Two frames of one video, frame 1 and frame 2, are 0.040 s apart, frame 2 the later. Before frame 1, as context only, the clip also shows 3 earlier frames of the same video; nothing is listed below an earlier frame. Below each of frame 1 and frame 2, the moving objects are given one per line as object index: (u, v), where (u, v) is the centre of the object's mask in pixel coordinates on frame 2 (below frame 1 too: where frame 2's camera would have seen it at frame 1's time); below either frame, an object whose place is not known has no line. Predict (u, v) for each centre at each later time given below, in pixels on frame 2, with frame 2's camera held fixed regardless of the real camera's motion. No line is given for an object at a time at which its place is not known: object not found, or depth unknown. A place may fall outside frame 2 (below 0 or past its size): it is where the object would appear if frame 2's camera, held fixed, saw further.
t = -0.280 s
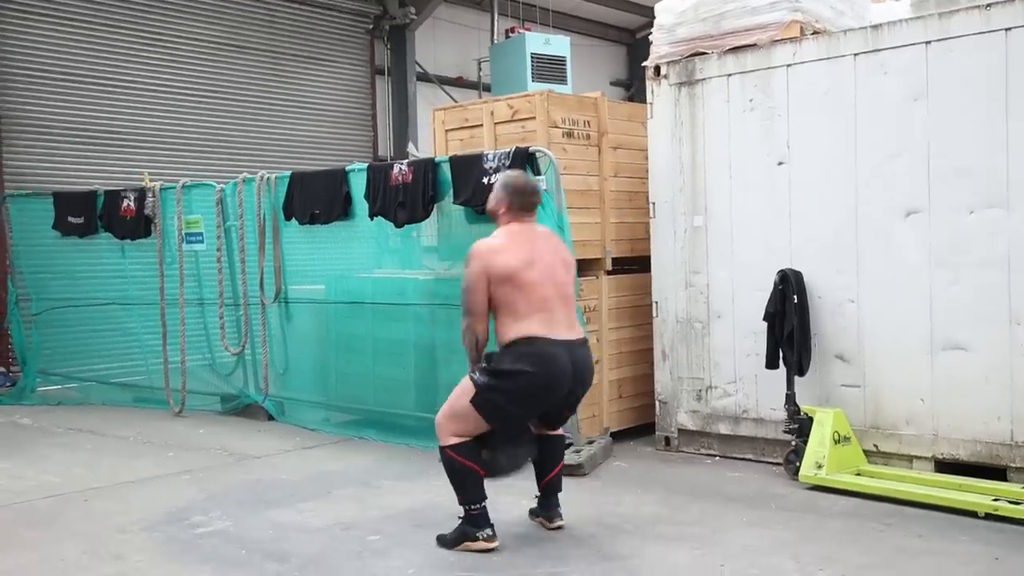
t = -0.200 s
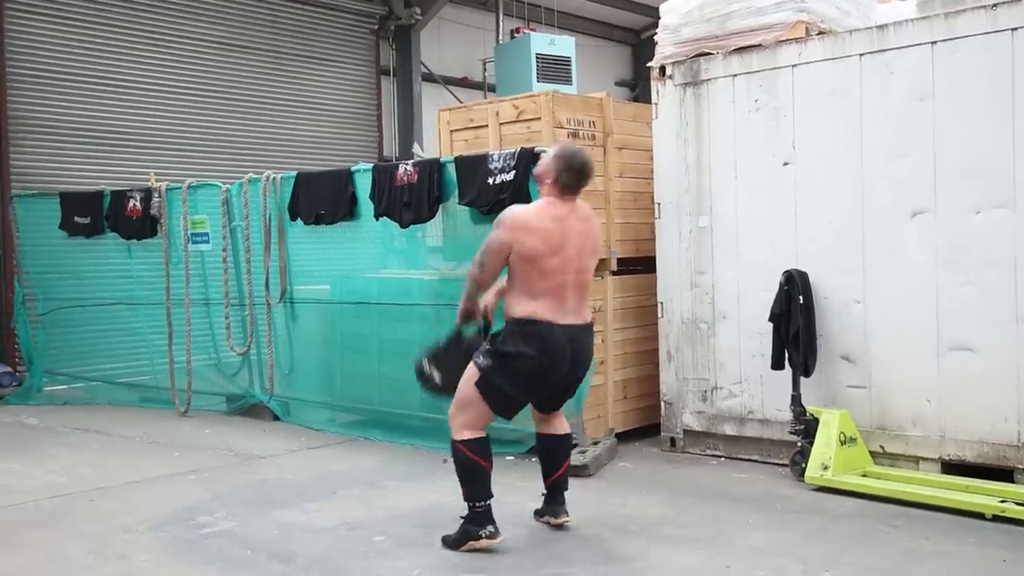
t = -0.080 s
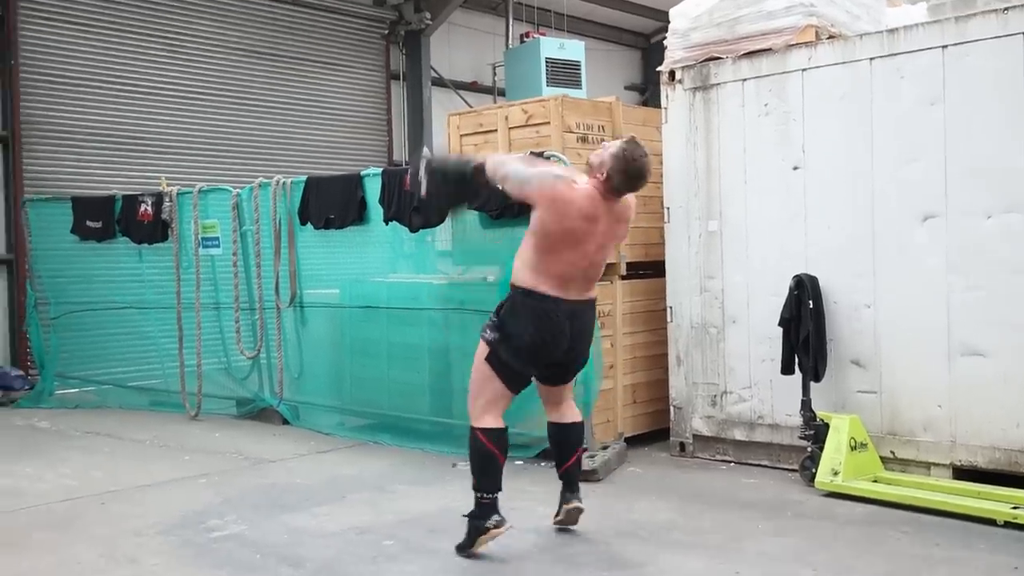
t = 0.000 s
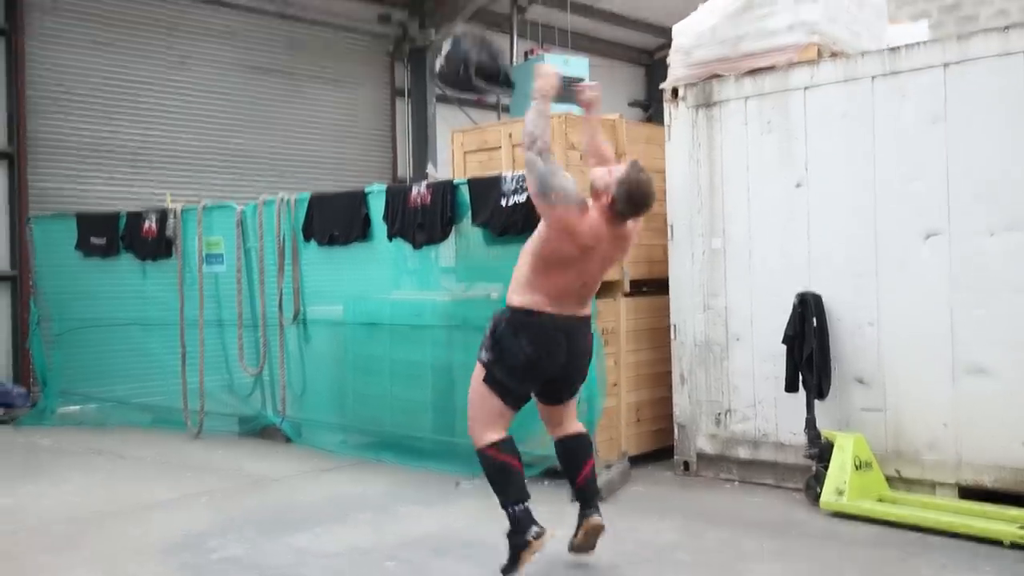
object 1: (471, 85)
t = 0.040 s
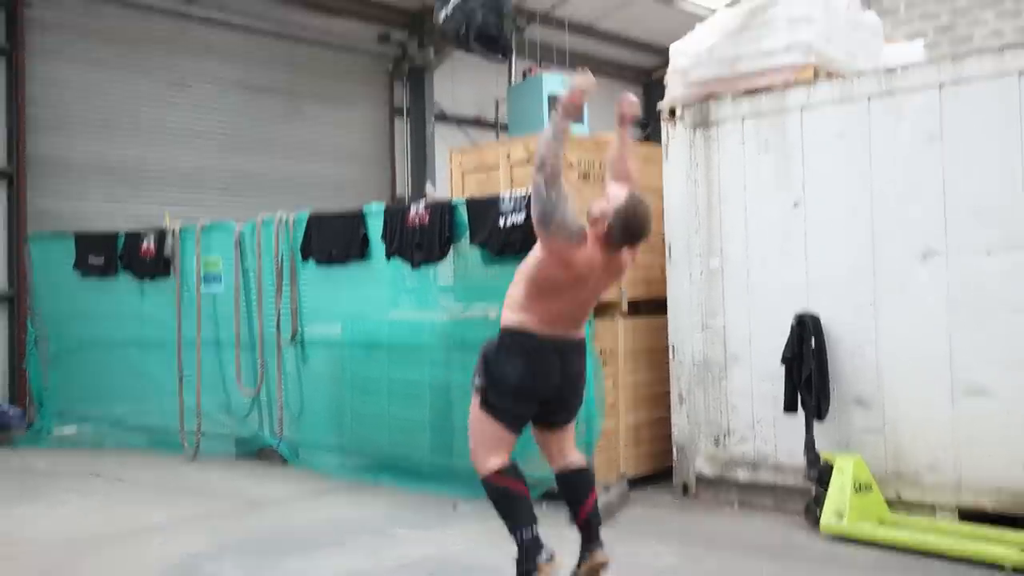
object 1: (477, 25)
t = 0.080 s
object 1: (490, -18)
